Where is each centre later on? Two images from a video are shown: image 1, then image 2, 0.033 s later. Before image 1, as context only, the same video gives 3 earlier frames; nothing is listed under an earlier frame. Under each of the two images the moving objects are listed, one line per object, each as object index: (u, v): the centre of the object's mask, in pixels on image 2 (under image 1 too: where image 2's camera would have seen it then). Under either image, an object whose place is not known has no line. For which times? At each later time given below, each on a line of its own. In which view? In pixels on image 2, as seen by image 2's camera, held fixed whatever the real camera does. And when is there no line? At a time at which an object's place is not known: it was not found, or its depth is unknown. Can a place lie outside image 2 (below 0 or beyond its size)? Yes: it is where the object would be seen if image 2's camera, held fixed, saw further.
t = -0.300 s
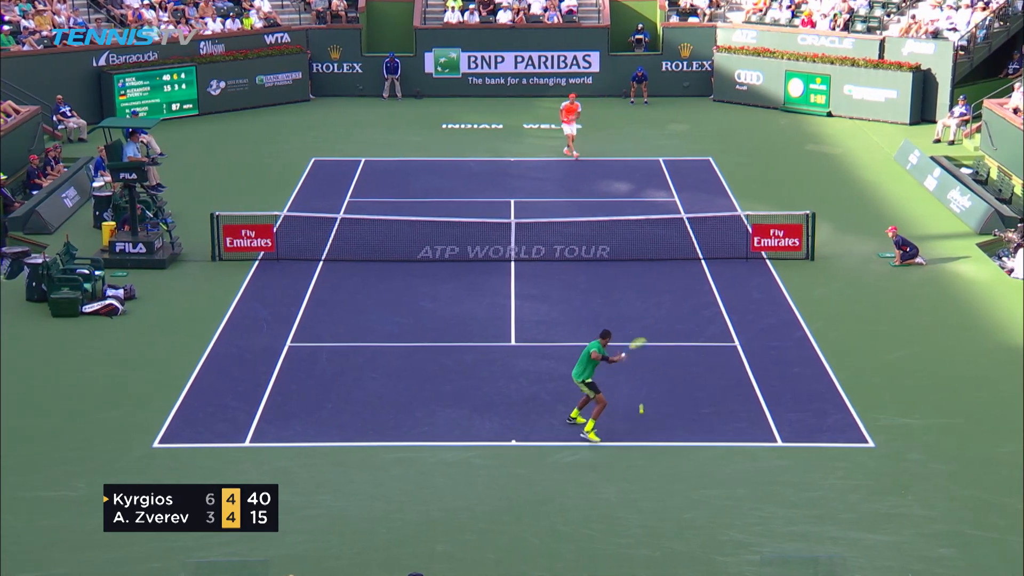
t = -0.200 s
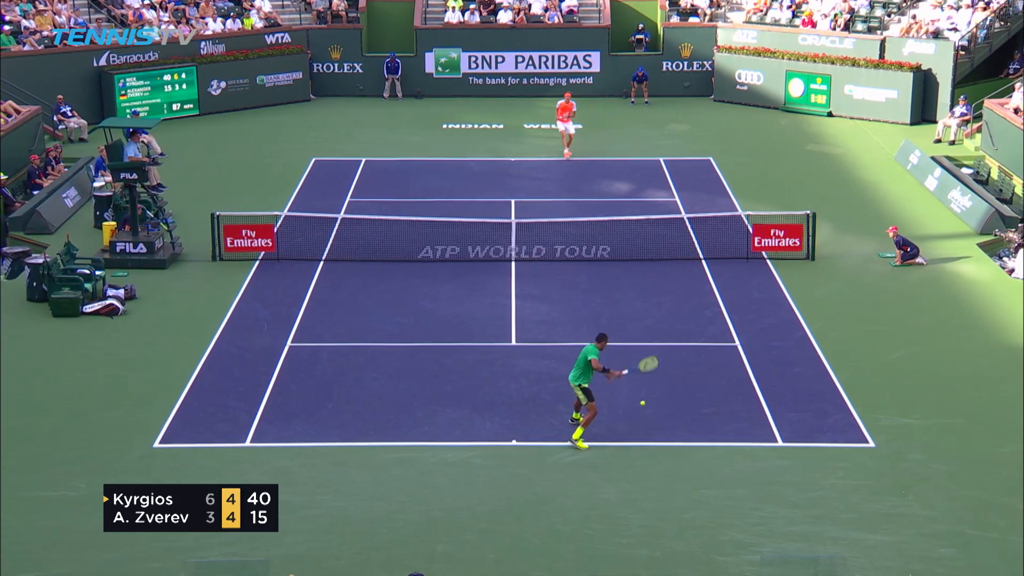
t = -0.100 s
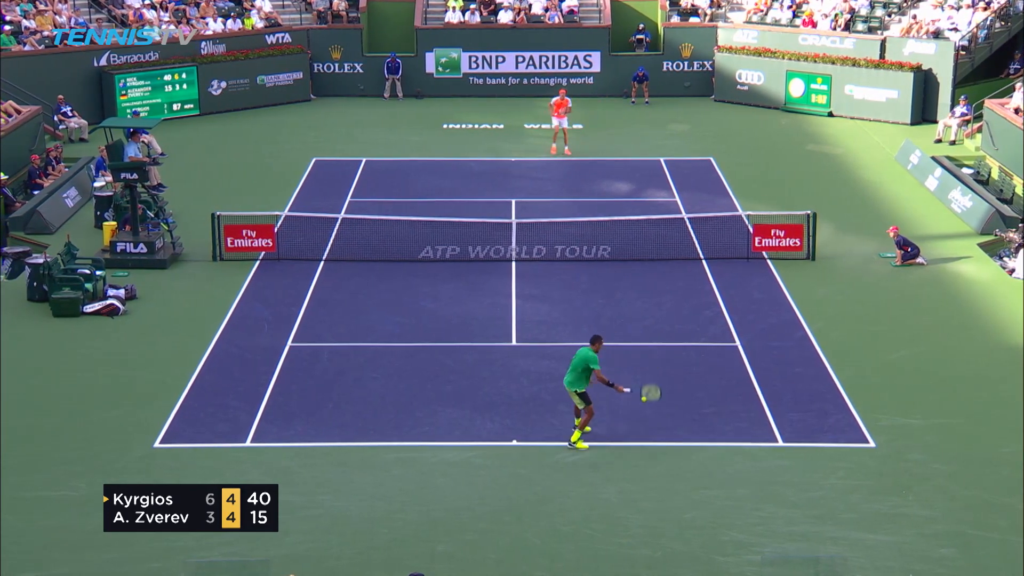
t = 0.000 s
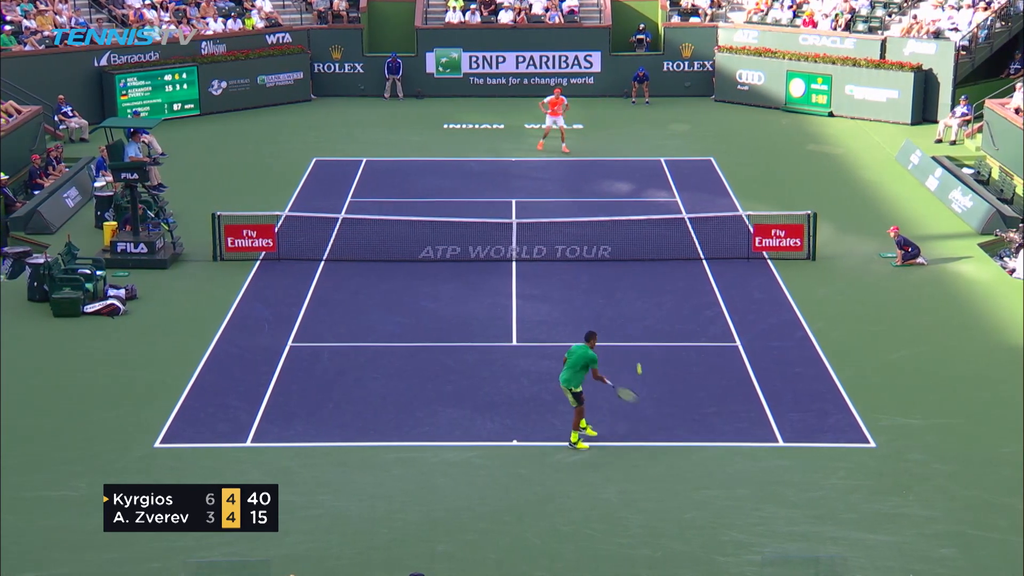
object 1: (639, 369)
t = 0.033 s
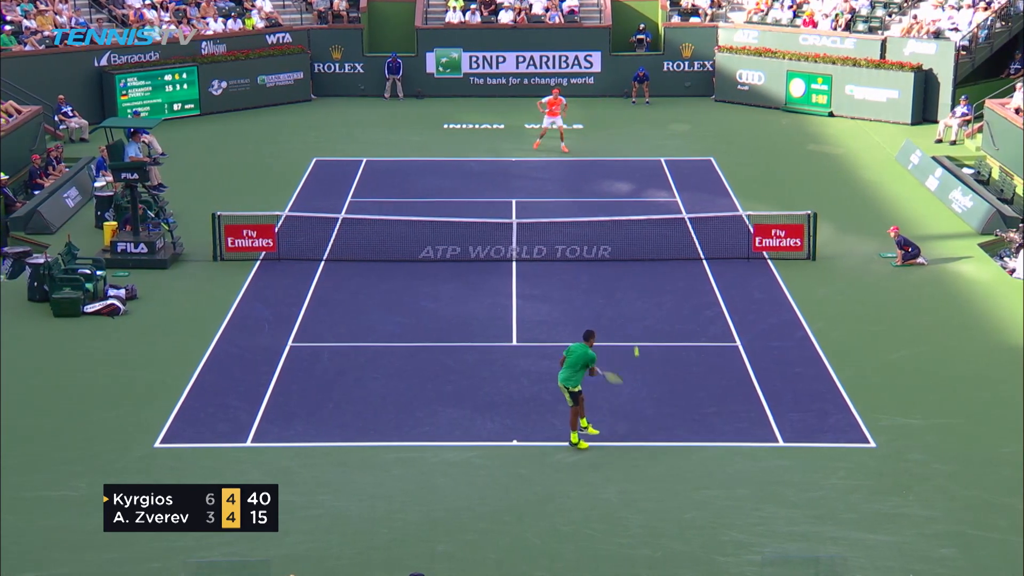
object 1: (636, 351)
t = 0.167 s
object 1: (627, 295)
